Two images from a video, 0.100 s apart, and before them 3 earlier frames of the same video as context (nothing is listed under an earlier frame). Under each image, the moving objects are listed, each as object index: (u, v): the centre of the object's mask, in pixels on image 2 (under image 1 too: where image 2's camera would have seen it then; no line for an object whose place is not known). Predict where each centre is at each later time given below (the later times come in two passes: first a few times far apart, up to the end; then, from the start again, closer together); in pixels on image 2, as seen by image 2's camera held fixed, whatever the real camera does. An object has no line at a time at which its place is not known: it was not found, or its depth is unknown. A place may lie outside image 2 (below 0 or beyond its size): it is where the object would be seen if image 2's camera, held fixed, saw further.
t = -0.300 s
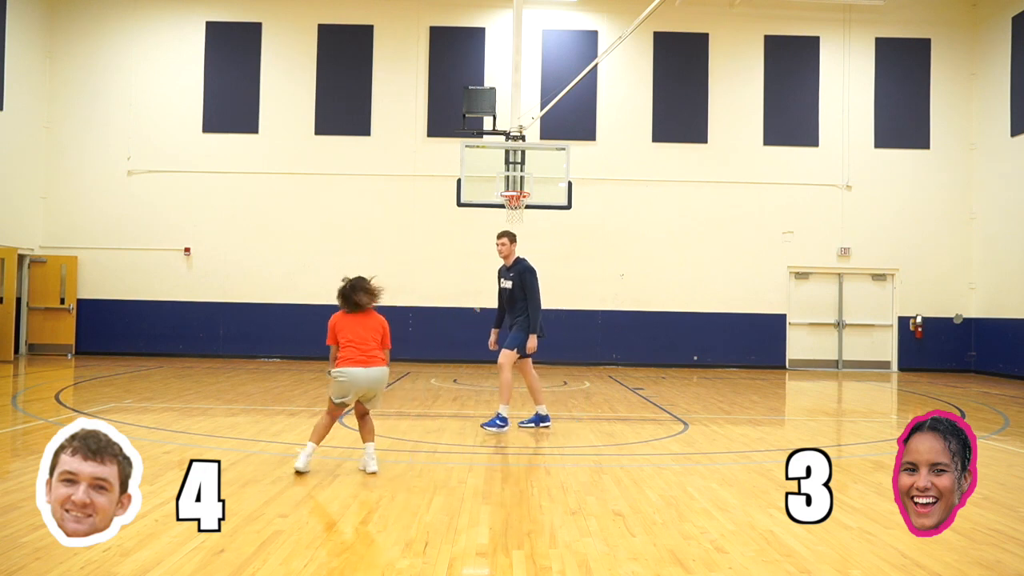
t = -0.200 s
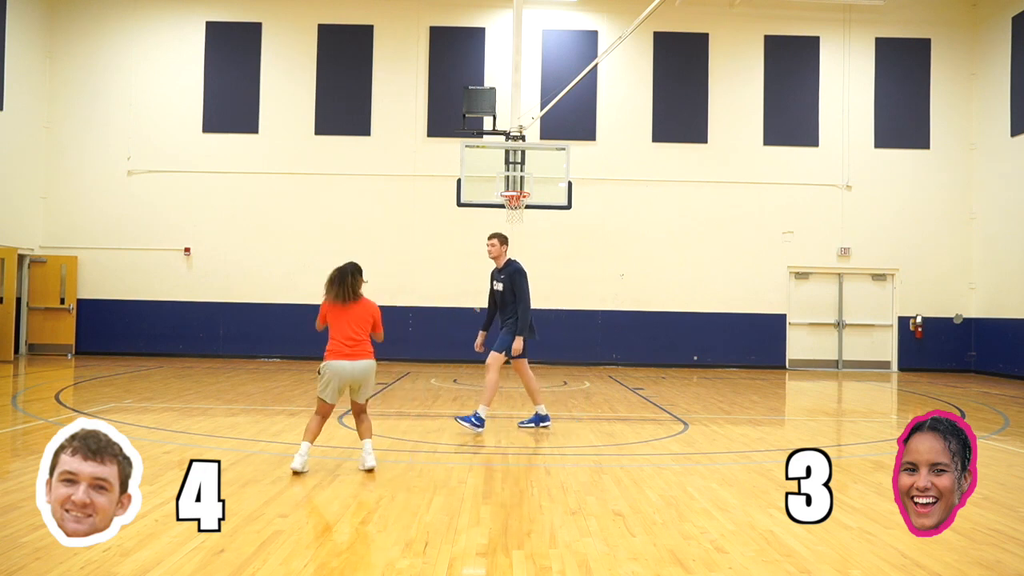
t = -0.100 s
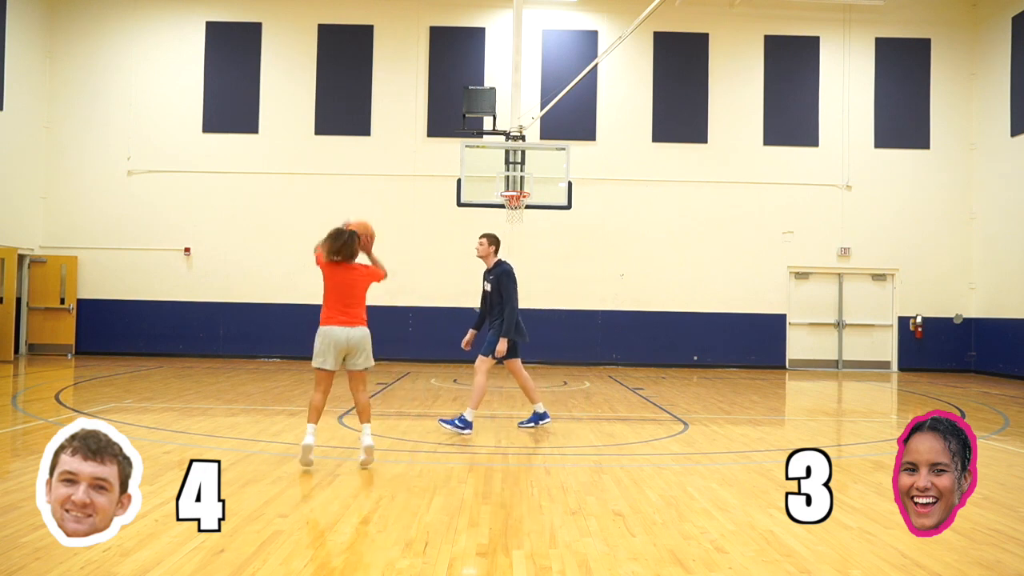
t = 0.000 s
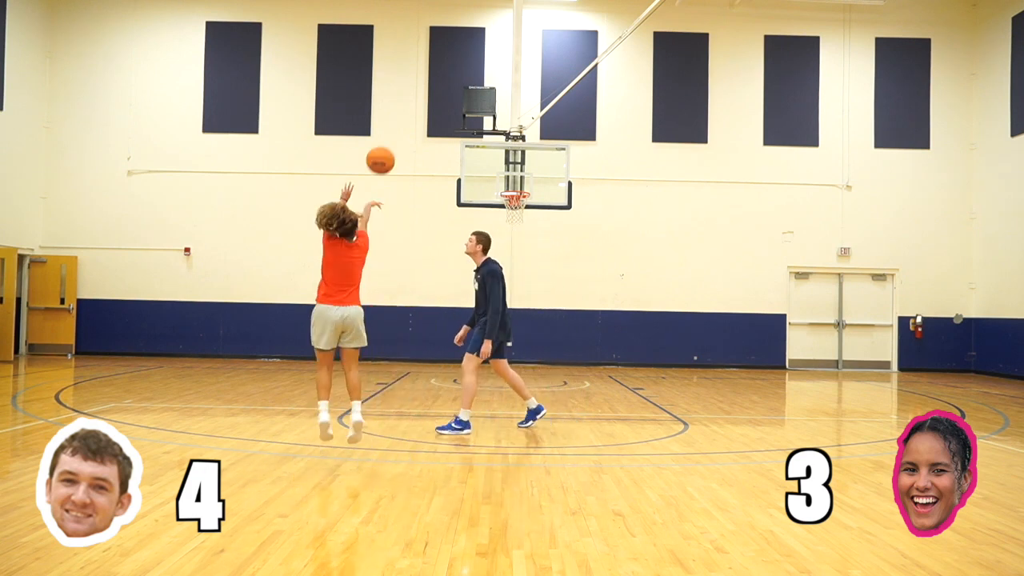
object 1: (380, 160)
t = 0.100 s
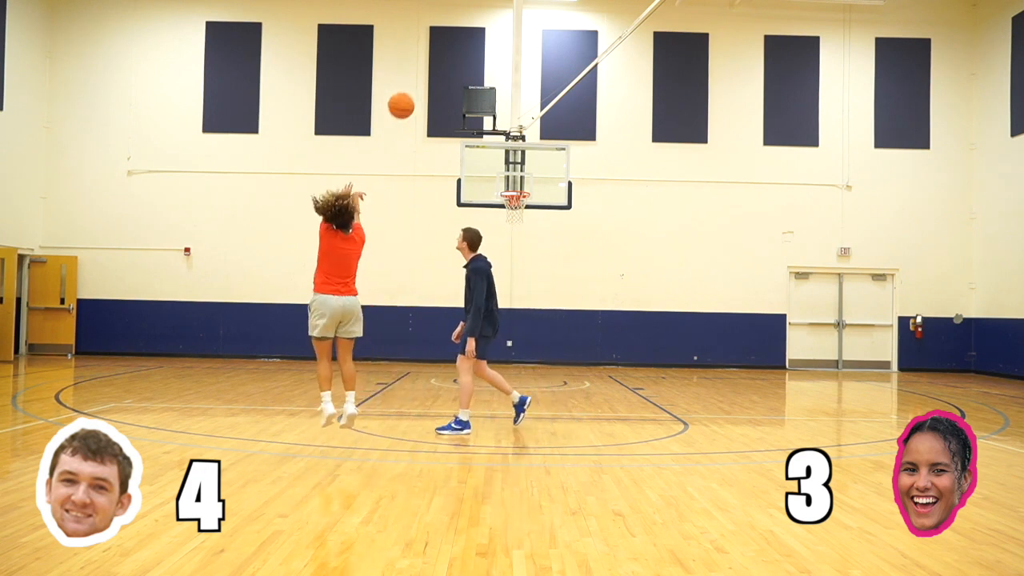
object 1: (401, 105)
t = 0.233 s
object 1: (424, 59)
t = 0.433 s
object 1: (450, 32)
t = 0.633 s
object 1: (471, 39)
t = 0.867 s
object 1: (490, 81)
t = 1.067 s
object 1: (503, 136)
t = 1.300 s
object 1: (516, 213)
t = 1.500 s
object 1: (524, 265)
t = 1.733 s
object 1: (533, 353)
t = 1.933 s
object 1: (542, 331)
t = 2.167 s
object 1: (553, 285)
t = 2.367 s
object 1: (563, 271)
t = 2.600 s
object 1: (574, 286)
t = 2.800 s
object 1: (583, 329)
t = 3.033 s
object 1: (594, 366)
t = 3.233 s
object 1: (605, 329)
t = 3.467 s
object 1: (618, 319)
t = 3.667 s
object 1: (628, 340)
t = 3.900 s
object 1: (641, 386)
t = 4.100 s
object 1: (654, 355)
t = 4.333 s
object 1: (669, 356)
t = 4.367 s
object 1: (671, 360)
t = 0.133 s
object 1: (407, 91)
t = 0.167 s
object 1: (413, 79)
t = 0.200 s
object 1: (419, 68)
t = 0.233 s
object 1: (424, 59)
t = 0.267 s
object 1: (429, 51)
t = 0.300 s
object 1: (434, 45)
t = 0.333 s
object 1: (438, 40)
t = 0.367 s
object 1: (442, 36)
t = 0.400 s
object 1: (446, 33)
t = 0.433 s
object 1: (450, 32)
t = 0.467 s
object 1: (454, 31)
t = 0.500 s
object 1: (458, 31)
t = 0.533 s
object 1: (461, 32)
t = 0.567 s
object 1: (464, 33)
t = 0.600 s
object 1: (468, 36)
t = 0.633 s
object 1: (471, 39)
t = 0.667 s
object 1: (474, 43)
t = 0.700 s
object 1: (476, 48)
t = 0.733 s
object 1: (479, 53)
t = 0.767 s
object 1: (482, 59)
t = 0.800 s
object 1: (484, 66)
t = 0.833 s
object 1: (487, 73)
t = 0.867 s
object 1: (490, 81)
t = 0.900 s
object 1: (492, 89)
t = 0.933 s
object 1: (494, 97)
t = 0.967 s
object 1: (497, 107)
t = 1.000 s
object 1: (499, 116)
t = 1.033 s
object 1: (500, 127)
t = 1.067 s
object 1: (503, 136)
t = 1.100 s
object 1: (505, 147)
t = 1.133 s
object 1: (506, 159)
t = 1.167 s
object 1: (508, 170)
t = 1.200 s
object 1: (510, 182)
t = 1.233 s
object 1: (514, 198)
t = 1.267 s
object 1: (514, 205)
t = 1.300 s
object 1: (516, 213)
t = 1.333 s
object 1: (517, 221)
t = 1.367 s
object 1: (518, 228)
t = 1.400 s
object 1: (520, 237)
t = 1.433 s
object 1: (521, 245)
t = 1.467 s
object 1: (523, 255)
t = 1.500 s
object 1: (524, 265)
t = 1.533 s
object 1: (525, 276)
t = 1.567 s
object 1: (527, 287)
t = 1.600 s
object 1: (528, 299)
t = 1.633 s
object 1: (530, 312)
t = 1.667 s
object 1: (531, 325)
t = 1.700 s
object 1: (532, 338)
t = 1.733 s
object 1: (533, 353)
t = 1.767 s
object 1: (535, 367)
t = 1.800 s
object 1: (536, 369)
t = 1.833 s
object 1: (538, 358)
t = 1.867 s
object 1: (539, 349)
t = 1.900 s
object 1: (541, 339)
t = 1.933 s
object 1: (542, 331)
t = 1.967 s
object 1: (544, 322)
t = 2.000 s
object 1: (545, 315)
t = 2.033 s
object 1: (547, 308)
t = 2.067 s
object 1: (548, 301)
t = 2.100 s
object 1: (550, 295)
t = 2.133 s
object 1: (552, 290)
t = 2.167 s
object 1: (553, 285)
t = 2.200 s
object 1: (555, 281)
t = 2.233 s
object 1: (556, 278)
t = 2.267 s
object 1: (558, 275)
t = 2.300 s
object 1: (560, 273)
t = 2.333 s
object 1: (561, 272)
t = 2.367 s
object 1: (563, 271)
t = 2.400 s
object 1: (564, 271)
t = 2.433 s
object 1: (566, 272)
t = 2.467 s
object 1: (567, 273)
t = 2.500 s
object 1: (569, 276)
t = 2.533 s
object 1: (570, 278)
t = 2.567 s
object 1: (572, 282)
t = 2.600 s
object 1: (574, 286)
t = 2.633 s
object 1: (575, 291)
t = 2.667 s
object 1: (577, 297)
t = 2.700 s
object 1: (578, 304)
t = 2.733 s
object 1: (580, 312)
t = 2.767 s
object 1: (582, 320)
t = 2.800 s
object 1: (583, 329)
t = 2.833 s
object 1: (585, 339)
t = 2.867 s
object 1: (586, 349)
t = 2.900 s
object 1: (588, 361)
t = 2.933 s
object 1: (589, 373)
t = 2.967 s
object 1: (591, 385)
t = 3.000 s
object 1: (593, 376)
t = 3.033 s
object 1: (594, 366)
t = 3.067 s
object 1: (596, 359)
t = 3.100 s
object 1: (598, 351)
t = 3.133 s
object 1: (600, 344)
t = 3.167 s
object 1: (602, 339)
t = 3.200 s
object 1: (603, 333)
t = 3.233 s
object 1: (605, 329)
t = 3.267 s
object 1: (607, 325)
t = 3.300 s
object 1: (609, 322)
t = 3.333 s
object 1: (611, 320)
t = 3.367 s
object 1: (612, 318)
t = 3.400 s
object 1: (614, 318)
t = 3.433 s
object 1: (616, 318)
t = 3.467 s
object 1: (618, 319)
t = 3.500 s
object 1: (619, 320)
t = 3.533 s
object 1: (621, 323)
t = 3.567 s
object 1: (623, 326)
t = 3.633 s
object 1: (627, 335)
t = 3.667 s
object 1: (628, 340)
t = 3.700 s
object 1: (630, 347)
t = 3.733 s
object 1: (632, 354)
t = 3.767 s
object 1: (634, 362)
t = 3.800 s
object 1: (636, 372)
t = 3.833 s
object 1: (637, 382)
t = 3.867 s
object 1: (639, 392)
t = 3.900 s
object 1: (641, 386)
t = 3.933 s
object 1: (643, 378)
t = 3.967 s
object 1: (645, 372)
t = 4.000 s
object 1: (648, 367)
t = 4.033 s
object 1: (649, 362)
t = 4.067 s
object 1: (652, 358)
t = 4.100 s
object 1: (654, 355)
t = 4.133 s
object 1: (656, 353)
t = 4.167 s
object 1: (658, 351)
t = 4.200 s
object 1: (660, 350)
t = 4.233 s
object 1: (662, 350)
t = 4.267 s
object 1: (665, 352)
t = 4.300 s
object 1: (666, 354)
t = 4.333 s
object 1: (669, 356)
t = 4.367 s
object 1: (671, 360)
